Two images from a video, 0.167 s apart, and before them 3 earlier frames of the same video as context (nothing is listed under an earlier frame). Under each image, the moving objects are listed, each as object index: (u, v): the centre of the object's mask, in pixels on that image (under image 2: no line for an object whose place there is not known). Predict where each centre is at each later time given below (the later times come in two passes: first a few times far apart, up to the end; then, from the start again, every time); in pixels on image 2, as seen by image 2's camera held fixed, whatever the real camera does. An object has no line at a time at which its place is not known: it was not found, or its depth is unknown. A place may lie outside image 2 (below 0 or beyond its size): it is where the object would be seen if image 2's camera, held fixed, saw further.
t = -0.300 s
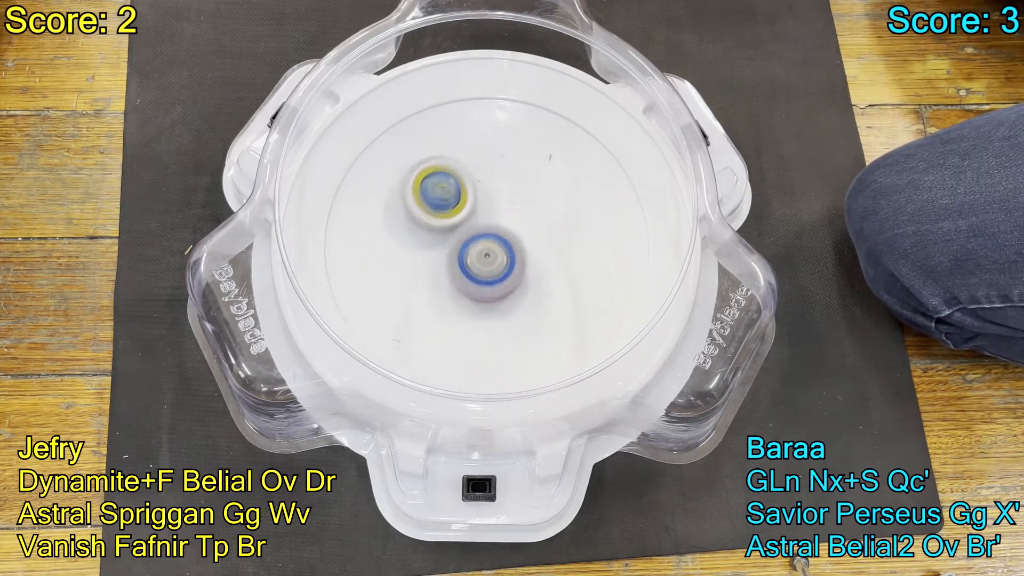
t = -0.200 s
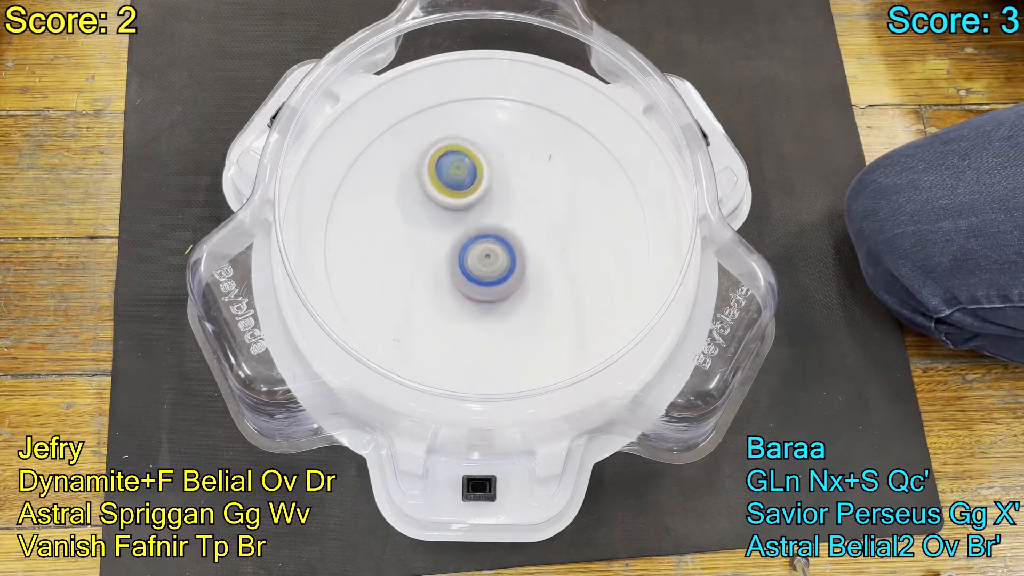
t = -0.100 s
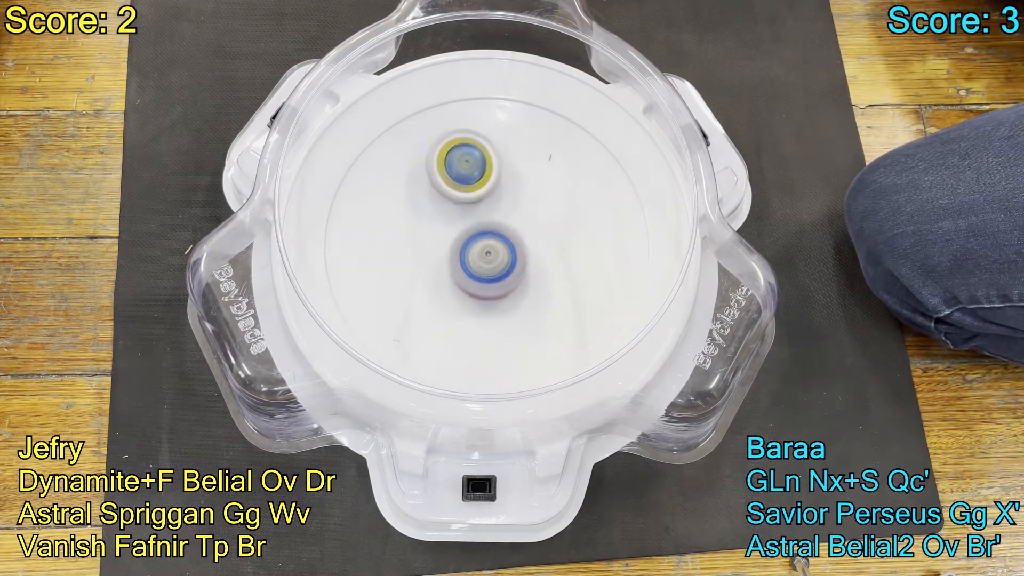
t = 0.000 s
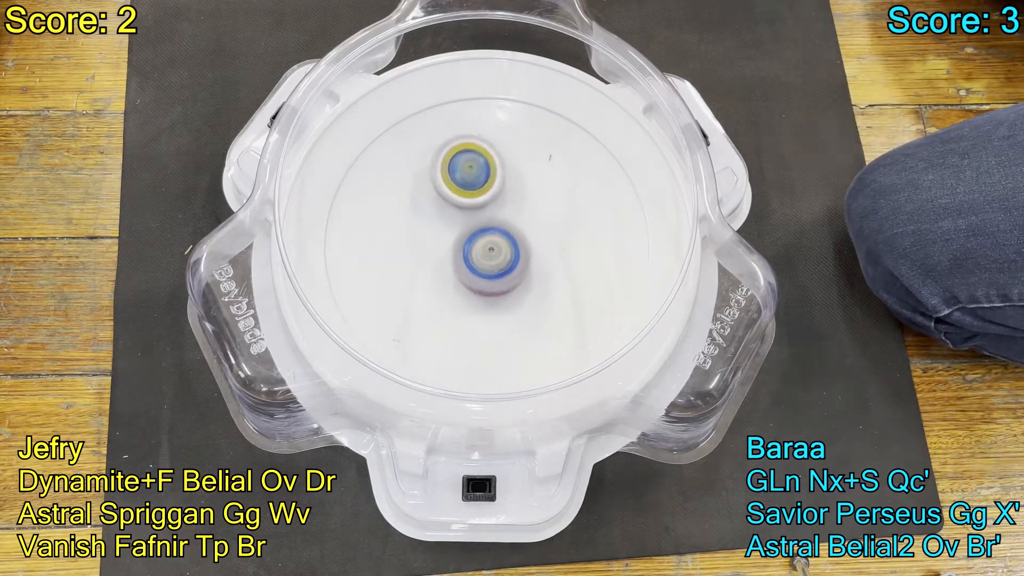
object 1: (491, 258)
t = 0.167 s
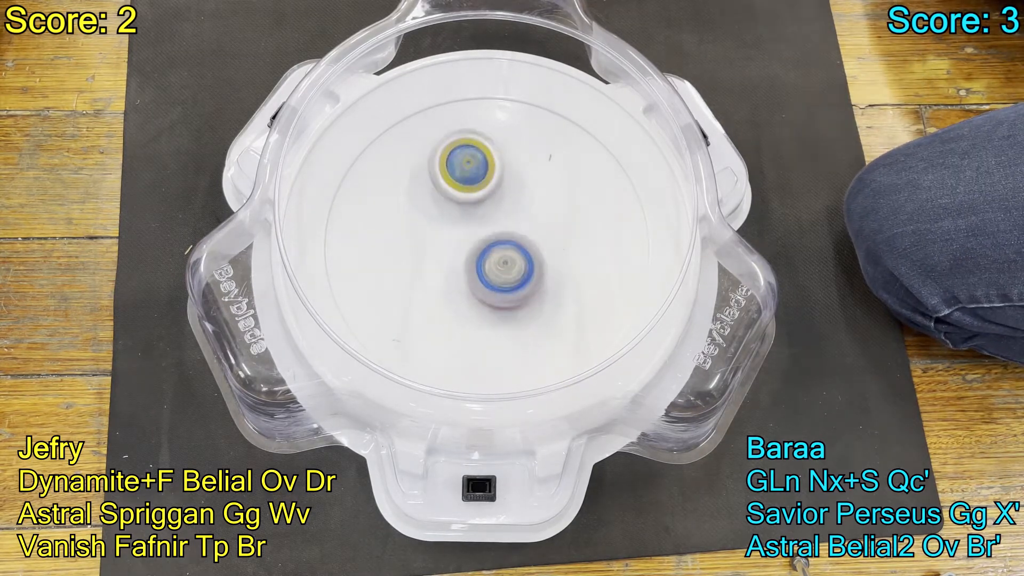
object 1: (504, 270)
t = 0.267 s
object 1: (498, 290)
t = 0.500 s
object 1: (475, 259)
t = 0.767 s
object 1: (530, 252)
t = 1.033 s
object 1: (491, 259)
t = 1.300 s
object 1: (500, 201)
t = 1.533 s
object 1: (507, 197)
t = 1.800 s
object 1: (462, 219)
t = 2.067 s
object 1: (453, 205)
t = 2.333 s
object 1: (460, 235)
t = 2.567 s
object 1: (497, 197)
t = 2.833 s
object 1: (504, 253)
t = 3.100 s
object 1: (498, 221)
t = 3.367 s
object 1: (514, 226)
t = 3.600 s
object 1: (501, 239)
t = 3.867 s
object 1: (502, 243)
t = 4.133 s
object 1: (497, 244)
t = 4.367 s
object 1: (494, 245)
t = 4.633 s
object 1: (481, 269)
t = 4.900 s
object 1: (476, 245)
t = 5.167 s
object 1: (473, 258)
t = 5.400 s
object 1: (466, 256)
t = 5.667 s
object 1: (478, 246)
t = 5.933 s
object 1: (471, 233)
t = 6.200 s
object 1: (486, 232)
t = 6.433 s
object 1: (491, 222)
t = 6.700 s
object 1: (494, 232)
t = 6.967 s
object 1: (498, 227)
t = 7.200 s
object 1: (499, 230)
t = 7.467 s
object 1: (532, 228)
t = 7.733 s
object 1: (572, 258)
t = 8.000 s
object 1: (511, 256)
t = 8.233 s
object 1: (479, 238)
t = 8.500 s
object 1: (492, 226)
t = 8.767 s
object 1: (479, 262)
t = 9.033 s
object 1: (441, 279)
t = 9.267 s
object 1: (461, 256)
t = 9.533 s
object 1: (457, 254)
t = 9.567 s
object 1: (460, 253)
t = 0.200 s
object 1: (505, 278)
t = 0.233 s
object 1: (502, 286)
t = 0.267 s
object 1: (498, 290)
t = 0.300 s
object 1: (491, 293)
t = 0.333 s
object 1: (484, 292)
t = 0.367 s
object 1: (478, 288)
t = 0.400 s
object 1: (474, 283)
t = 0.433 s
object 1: (471, 275)
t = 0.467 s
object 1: (472, 267)
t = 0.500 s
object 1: (475, 259)
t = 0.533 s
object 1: (479, 253)
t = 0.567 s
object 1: (487, 246)
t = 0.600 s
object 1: (494, 242)
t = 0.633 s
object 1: (503, 239)
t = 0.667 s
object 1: (512, 239)
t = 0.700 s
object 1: (519, 241)
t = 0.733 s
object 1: (525, 245)
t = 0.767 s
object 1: (530, 252)
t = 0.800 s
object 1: (530, 258)
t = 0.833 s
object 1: (529, 264)
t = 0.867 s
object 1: (524, 268)
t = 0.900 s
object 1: (519, 271)
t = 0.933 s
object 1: (511, 272)
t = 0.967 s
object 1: (503, 270)
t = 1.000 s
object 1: (497, 264)
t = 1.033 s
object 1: (491, 259)
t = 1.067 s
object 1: (487, 250)
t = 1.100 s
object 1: (484, 242)
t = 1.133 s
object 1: (483, 234)
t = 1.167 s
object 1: (485, 225)
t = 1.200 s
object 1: (488, 218)
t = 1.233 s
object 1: (492, 212)
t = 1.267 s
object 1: (498, 207)
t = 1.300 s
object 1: (500, 201)
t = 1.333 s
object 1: (500, 196)
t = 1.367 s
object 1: (501, 193)
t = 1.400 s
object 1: (503, 191)
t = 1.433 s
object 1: (505, 190)
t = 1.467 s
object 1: (506, 191)
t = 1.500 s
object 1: (507, 194)
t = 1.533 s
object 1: (507, 197)
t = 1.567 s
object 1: (505, 201)
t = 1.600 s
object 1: (502, 205)
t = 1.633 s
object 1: (497, 209)
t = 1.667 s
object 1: (492, 213)
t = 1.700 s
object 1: (485, 216)
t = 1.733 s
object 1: (478, 219)
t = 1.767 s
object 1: (469, 219)
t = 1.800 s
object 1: (462, 219)
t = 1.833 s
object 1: (456, 217)
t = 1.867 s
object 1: (450, 214)
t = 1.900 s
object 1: (446, 210)
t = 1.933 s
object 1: (445, 207)
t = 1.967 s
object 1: (446, 205)
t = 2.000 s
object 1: (447, 204)
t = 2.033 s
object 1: (450, 204)
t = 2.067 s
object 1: (453, 205)
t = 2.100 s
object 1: (456, 208)
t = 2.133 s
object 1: (459, 211)
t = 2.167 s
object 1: (463, 217)
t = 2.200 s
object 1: (465, 224)
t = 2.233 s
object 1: (466, 232)
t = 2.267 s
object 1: (465, 240)
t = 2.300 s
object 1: (463, 244)
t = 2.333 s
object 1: (460, 235)
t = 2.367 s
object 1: (459, 224)
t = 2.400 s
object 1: (461, 216)
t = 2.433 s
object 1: (465, 209)
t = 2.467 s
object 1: (471, 203)
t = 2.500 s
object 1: (479, 199)
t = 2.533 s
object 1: (487, 197)
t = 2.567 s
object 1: (497, 197)
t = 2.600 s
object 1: (505, 201)
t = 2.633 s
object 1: (511, 206)
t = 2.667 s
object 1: (516, 214)
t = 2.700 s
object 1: (517, 223)
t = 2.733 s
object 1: (517, 231)
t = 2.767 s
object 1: (515, 240)
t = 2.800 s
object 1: (510, 248)
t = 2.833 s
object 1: (504, 253)
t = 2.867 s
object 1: (497, 256)
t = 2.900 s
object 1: (494, 251)
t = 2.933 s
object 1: (492, 247)
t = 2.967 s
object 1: (491, 240)
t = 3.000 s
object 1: (491, 235)
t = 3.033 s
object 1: (492, 230)
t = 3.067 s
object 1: (495, 224)
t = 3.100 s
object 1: (498, 221)
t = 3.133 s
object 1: (501, 218)
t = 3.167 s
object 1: (506, 216)
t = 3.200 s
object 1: (509, 216)
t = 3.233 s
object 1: (512, 216)
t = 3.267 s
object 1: (514, 218)
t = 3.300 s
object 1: (515, 220)
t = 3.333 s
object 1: (515, 223)
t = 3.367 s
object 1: (514, 226)
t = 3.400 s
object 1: (512, 229)
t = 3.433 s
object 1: (510, 232)
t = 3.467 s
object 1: (505, 234)
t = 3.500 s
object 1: (502, 237)
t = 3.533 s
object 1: (501, 237)
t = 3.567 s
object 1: (501, 238)
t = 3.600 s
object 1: (501, 239)
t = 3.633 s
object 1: (501, 240)
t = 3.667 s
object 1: (500, 241)
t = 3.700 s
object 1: (499, 242)
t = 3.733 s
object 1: (498, 242)
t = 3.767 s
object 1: (500, 242)
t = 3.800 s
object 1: (501, 243)
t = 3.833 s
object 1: (502, 243)
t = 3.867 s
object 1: (502, 243)
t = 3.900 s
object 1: (503, 243)
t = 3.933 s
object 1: (504, 244)
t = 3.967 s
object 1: (504, 244)
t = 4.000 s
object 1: (503, 245)
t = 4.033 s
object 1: (502, 245)
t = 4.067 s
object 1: (500, 246)
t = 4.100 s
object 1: (499, 245)
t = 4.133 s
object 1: (497, 244)
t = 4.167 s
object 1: (495, 243)
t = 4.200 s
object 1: (494, 242)
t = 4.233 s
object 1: (493, 241)
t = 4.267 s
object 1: (492, 240)
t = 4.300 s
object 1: (491, 239)
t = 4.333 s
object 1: (492, 240)
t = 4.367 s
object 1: (494, 245)
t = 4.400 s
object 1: (496, 251)
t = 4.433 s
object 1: (496, 255)
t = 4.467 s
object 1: (494, 261)
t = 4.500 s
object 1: (493, 264)
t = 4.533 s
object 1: (490, 267)
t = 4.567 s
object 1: (487, 269)
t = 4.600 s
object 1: (483, 270)
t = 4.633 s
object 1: (481, 269)
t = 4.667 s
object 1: (477, 269)
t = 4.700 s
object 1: (475, 267)
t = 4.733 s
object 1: (473, 264)
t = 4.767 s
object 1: (472, 261)
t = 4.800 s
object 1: (471, 257)
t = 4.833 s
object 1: (472, 253)
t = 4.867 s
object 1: (473, 248)
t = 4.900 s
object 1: (476, 245)
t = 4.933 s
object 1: (478, 244)
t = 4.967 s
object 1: (480, 244)
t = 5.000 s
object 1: (481, 244)
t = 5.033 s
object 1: (481, 247)
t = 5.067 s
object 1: (480, 250)
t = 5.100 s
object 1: (477, 253)
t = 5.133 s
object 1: (475, 256)
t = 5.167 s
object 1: (473, 258)
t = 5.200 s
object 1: (470, 259)
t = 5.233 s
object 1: (469, 259)
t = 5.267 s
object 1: (467, 259)
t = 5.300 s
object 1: (466, 259)
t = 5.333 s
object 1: (466, 258)
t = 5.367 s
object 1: (466, 257)
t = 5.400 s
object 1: (466, 256)
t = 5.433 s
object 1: (466, 255)
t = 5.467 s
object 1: (468, 253)
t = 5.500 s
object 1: (470, 251)
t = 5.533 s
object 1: (472, 249)
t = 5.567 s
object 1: (475, 248)
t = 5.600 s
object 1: (479, 247)
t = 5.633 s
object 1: (483, 247)
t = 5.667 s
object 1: (478, 246)
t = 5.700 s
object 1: (475, 245)
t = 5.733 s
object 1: (474, 243)
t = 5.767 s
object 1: (471, 241)
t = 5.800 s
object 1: (470, 240)
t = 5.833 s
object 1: (469, 238)
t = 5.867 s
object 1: (469, 236)
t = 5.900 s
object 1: (470, 234)
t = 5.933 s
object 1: (471, 233)
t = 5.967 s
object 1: (472, 232)
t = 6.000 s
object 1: (473, 231)
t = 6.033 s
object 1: (475, 231)
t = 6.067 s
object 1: (477, 231)
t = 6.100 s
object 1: (480, 231)
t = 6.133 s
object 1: (482, 231)
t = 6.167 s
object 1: (484, 232)
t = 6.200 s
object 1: (486, 232)
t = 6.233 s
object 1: (487, 231)
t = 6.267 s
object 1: (487, 229)
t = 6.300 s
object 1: (489, 227)
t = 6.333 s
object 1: (489, 225)
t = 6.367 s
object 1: (490, 224)
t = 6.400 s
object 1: (491, 223)
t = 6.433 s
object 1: (491, 222)
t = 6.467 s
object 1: (492, 222)
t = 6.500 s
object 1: (494, 223)
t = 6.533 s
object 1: (495, 223)
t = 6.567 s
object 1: (495, 224)
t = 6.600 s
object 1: (496, 226)
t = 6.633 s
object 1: (495, 227)
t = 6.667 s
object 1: (494, 229)
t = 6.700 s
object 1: (494, 232)
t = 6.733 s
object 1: (492, 234)
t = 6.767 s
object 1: (491, 235)
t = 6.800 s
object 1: (490, 236)
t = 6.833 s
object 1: (493, 232)
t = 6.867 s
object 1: (494, 230)
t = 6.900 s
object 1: (495, 228)
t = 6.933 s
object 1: (496, 227)
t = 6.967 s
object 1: (498, 227)
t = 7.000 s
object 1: (499, 227)
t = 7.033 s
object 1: (499, 226)
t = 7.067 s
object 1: (499, 227)
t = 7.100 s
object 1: (500, 227)
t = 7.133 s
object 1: (500, 229)
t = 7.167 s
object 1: (499, 229)
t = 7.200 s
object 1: (499, 230)
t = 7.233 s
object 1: (497, 231)
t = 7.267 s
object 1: (496, 233)
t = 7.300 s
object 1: (495, 235)
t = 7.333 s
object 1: (493, 236)
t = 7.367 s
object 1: (490, 236)
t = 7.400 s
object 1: (508, 231)
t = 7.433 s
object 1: (524, 228)
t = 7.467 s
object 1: (532, 228)
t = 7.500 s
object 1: (542, 230)
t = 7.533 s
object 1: (550, 231)
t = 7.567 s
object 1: (557, 233)
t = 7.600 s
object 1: (564, 236)
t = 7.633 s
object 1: (569, 242)
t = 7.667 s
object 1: (573, 247)
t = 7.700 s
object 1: (574, 253)
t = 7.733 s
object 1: (572, 258)
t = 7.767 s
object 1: (567, 262)
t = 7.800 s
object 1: (559, 265)
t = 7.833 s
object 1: (552, 267)
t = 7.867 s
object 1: (544, 268)
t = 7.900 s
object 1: (536, 266)
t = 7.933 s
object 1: (526, 263)
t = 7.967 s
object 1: (519, 260)
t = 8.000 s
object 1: (511, 256)
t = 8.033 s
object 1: (506, 255)
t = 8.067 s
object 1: (503, 255)
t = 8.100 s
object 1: (497, 253)
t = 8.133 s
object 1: (491, 250)
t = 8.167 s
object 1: (487, 246)
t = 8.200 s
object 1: (482, 242)
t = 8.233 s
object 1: (479, 238)
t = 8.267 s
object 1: (478, 233)
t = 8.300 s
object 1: (478, 228)
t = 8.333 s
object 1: (479, 223)
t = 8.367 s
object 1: (481, 220)
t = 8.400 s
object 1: (484, 218)
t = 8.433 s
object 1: (486, 219)
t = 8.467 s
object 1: (489, 221)
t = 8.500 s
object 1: (492, 226)
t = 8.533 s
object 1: (493, 230)
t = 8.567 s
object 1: (494, 234)
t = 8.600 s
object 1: (493, 240)
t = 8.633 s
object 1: (491, 244)
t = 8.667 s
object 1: (489, 248)
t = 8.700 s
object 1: (485, 252)
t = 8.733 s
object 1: (481, 258)
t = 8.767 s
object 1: (479, 262)
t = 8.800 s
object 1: (475, 268)
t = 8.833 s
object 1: (471, 272)
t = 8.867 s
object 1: (467, 275)
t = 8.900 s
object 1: (462, 279)
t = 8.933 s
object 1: (456, 281)
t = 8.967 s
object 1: (452, 282)
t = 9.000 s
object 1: (446, 282)
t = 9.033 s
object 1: (441, 279)
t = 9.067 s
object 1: (439, 275)
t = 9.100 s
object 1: (440, 271)
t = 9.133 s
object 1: (443, 267)
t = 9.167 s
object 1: (448, 263)
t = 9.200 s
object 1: (453, 259)
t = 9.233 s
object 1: (459, 256)
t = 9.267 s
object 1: (461, 256)
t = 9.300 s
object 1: (458, 259)
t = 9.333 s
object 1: (456, 259)
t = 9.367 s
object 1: (455, 259)
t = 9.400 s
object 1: (454, 258)
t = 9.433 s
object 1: (454, 257)
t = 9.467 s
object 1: (455, 256)
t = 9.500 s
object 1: (456, 255)
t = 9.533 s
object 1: (457, 254)
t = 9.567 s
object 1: (460, 253)
